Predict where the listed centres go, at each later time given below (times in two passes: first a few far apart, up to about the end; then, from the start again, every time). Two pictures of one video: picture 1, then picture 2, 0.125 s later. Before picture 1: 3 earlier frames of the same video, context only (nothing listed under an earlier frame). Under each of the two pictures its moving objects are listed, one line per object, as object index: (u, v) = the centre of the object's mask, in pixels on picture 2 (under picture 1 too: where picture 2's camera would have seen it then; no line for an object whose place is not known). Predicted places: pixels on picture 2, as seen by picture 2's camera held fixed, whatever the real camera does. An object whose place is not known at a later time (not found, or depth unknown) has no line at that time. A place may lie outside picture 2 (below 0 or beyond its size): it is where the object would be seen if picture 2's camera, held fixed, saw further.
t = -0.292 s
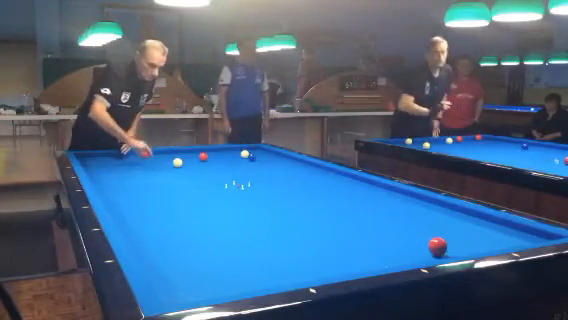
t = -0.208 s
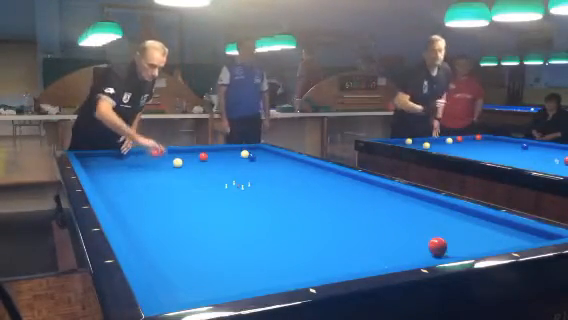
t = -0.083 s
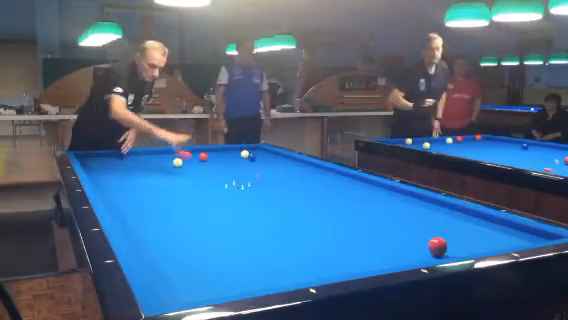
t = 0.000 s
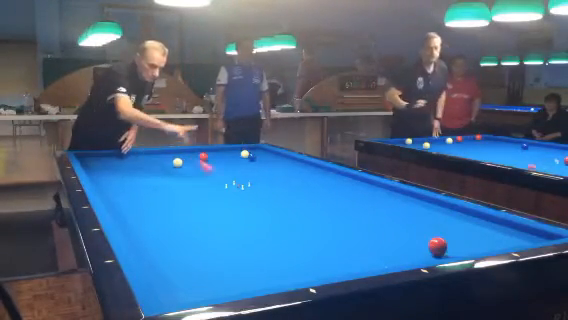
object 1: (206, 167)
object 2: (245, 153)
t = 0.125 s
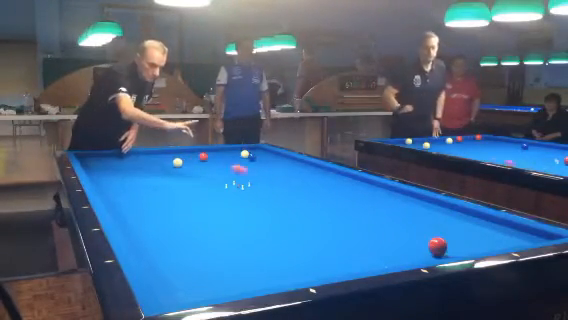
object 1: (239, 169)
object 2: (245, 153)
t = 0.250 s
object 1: (276, 178)
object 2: (245, 153)
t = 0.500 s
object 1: (358, 195)
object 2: (245, 153)
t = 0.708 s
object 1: (434, 207)
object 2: (245, 153)
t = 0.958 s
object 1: (504, 227)
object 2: (245, 153)
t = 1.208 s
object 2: (245, 153)
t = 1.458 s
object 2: (245, 153)
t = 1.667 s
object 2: (245, 153)
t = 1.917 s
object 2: (245, 153)
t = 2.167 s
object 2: (245, 153)
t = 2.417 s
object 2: (245, 153)
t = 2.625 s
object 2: (245, 153)
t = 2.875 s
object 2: (245, 153)
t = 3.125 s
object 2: (245, 153)
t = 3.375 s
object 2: (245, 153)
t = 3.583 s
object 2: (245, 153)
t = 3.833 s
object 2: (245, 153)
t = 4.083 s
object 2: (245, 153)
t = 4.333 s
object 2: (245, 153)
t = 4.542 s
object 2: (245, 153)
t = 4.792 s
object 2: (245, 153)
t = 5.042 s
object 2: (245, 153)
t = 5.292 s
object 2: (245, 153)
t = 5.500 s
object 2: (245, 153)
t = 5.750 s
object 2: (245, 153)
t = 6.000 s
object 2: (245, 153)
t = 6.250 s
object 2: (245, 153)
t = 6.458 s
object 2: (245, 153)
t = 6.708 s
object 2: (245, 153)
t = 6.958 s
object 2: (245, 153)
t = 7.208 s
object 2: (245, 153)
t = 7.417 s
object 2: (245, 153)
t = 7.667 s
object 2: (245, 153)
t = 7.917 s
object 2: (247, 152)
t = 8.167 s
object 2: (251, 151)
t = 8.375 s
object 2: (256, 152)
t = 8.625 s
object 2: (259, 153)
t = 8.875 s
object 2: (262, 153)
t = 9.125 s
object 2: (265, 153)
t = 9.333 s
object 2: (267, 153)
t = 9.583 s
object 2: (269, 153)
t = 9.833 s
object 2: (272, 153)
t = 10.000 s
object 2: (272, 153)
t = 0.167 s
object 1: (251, 174)
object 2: (245, 153)
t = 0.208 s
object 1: (263, 178)
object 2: (245, 153)
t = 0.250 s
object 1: (276, 178)
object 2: (245, 153)
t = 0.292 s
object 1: (289, 182)
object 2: (245, 153)
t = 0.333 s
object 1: (302, 184)
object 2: (245, 153)
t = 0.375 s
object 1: (315, 187)
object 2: (245, 153)
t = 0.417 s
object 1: (329, 190)
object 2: (245, 153)
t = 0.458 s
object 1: (344, 193)
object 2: (245, 153)
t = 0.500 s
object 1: (358, 195)
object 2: (245, 153)
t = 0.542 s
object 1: (374, 198)
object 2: (245, 153)
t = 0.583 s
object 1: (387, 200)
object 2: (245, 153)
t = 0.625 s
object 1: (402, 202)
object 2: (245, 153)
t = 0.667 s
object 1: (418, 205)
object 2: (245, 153)
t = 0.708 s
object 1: (434, 207)
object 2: (245, 153)
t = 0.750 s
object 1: (451, 210)
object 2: (245, 153)
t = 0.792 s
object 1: (467, 214)
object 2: (245, 153)
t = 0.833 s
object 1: (481, 216)
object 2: (245, 153)
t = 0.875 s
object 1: (492, 219)
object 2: (245, 153)
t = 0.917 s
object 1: (498, 223)
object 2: (245, 153)
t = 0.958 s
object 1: (504, 227)
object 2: (245, 153)
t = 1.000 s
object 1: (512, 231)
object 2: (245, 153)
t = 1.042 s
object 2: (245, 153)
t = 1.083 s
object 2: (245, 153)
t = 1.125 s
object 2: (245, 153)
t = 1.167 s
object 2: (245, 153)
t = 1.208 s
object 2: (245, 153)
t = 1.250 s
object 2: (245, 153)
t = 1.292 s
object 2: (245, 153)
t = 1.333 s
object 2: (245, 153)
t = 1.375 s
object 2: (245, 153)
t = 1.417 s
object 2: (245, 153)
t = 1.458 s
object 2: (245, 153)
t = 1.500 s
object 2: (245, 153)
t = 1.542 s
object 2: (245, 153)
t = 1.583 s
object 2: (245, 153)
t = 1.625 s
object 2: (245, 153)
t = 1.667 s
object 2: (245, 153)
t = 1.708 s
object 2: (245, 153)
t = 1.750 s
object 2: (245, 153)
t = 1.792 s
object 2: (245, 153)
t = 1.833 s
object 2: (245, 153)
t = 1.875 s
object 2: (245, 153)
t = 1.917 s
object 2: (245, 153)
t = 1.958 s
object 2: (245, 153)
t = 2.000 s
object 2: (245, 153)
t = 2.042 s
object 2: (245, 153)
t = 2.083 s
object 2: (245, 153)
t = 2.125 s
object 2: (245, 153)
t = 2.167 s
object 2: (245, 153)
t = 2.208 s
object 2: (245, 153)
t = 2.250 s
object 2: (245, 153)
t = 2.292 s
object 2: (245, 153)
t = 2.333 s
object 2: (245, 153)
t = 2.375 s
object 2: (245, 153)
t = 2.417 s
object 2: (245, 153)
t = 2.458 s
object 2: (245, 153)
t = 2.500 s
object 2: (245, 153)
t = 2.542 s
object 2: (245, 153)
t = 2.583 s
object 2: (245, 153)
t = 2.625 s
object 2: (245, 153)
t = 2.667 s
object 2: (245, 153)
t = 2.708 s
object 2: (245, 153)
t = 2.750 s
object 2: (245, 153)
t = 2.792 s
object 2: (245, 153)
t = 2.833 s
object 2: (245, 153)
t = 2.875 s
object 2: (245, 153)
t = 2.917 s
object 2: (245, 153)
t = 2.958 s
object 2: (245, 153)
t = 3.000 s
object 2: (245, 153)
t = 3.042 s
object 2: (245, 153)
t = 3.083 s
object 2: (245, 153)
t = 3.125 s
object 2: (245, 153)
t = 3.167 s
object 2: (245, 153)
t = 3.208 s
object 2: (245, 153)
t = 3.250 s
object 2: (245, 153)
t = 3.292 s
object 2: (245, 153)
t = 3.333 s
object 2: (245, 153)
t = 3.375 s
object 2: (245, 153)
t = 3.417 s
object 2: (245, 153)
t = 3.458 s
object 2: (245, 153)
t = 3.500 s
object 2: (245, 153)
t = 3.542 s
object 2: (245, 153)
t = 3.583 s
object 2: (245, 153)
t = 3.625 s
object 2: (245, 153)
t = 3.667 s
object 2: (245, 153)
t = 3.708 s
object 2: (245, 153)
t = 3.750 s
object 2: (245, 153)
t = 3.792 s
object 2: (245, 153)
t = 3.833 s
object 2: (245, 153)
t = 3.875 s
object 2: (245, 153)
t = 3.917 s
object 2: (245, 153)
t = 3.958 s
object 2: (245, 153)
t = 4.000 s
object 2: (245, 153)
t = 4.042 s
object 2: (245, 153)
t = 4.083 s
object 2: (245, 153)
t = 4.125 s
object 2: (245, 153)
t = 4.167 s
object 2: (245, 153)
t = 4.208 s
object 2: (245, 153)
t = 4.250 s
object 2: (245, 153)
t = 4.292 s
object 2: (245, 153)
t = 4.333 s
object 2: (245, 153)
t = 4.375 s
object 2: (245, 153)
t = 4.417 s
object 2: (245, 153)
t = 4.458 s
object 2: (245, 153)
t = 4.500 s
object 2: (245, 153)
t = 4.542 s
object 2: (245, 153)
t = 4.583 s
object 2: (245, 153)
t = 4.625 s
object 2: (245, 153)
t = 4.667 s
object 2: (245, 153)
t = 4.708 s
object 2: (245, 153)
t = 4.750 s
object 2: (245, 153)
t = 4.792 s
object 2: (245, 153)
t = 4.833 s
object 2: (245, 153)
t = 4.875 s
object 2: (245, 153)
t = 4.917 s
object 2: (245, 153)
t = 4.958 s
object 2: (245, 153)
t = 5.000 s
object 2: (245, 153)
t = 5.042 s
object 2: (245, 153)
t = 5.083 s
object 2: (245, 153)
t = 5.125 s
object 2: (245, 153)
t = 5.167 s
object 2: (245, 153)
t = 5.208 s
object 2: (245, 153)
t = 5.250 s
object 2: (245, 153)
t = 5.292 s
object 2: (245, 153)
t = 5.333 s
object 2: (245, 153)
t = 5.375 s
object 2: (245, 153)
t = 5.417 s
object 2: (245, 153)
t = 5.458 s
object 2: (245, 153)
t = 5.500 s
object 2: (245, 153)
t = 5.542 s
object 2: (245, 153)
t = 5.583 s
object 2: (245, 153)
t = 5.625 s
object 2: (245, 153)
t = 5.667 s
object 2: (245, 153)
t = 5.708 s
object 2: (245, 153)
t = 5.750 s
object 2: (245, 153)
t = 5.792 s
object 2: (245, 153)
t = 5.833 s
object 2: (245, 153)
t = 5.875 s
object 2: (245, 153)
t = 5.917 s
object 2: (245, 153)
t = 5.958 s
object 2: (245, 153)
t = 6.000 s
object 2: (245, 153)
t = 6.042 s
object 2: (245, 153)
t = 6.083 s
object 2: (245, 153)
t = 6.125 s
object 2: (245, 153)
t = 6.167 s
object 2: (245, 153)
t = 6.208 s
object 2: (245, 153)
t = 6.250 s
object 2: (245, 153)
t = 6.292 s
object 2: (245, 153)
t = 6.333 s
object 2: (245, 153)
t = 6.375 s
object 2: (245, 153)
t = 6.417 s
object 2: (245, 153)
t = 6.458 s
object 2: (245, 153)
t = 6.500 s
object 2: (245, 153)
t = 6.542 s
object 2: (245, 153)
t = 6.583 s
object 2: (245, 153)
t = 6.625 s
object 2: (245, 153)
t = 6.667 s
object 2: (245, 153)
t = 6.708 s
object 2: (245, 153)
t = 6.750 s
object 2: (245, 153)
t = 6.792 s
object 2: (245, 153)
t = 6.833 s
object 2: (245, 153)
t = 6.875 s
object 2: (245, 153)
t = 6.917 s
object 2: (245, 153)
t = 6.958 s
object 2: (245, 153)
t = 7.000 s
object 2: (245, 153)
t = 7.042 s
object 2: (245, 153)
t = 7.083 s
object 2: (245, 153)
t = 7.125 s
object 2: (245, 153)
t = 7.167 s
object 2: (245, 153)
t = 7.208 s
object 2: (245, 153)
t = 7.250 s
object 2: (245, 153)
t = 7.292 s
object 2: (245, 153)
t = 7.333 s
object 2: (245, 153)
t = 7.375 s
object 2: (245, 153)
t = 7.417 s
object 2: (245, 153)
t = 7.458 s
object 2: (245, 153)
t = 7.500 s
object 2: (245, 153)
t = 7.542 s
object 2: (245, 153)
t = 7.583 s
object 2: (245, 153)
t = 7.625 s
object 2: (245, 153)
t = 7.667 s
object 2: (245, 153)
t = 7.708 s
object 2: (245, 153)
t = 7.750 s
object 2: (245, 153)
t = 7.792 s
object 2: (245, 153)
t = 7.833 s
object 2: (245, 152)
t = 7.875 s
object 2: (246, 152)
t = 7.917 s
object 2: (247, 152)
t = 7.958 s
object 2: (247, 152)
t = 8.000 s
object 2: (248, 152)
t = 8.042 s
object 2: (248, 152)
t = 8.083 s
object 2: (249, 151)
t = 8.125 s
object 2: (250, 151)
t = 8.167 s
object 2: (251, 151)
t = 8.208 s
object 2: (251, 151)
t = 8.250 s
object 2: (252, 152)
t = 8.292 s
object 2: (253, 152)
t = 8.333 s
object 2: (255, 152)
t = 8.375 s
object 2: (256, 152)
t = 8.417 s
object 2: (256, 152)
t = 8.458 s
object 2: (256, 153)
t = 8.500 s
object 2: (257, 153)
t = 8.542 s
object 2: (258, 153)
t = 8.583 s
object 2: (259, 153)
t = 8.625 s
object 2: (259, 153)
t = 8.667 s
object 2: (259, 153)
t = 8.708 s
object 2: (260, 153)
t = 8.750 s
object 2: (261, 153)
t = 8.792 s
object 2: (261, 153)
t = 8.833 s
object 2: (262, 153)
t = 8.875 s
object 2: (262, 153)
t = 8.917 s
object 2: (263, 153)
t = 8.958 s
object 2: (263, 153)
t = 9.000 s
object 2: (264, 153)
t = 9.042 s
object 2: (264, 153)
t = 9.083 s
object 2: (265, 153)
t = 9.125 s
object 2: (265, 153)
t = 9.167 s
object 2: (265, 153)
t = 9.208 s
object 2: (266, 153)
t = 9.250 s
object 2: (266, 153)
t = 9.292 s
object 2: (267, 153)
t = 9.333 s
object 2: (267, 153)
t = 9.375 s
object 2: (267, 153)
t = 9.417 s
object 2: (268, 153)
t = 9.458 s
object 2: (268, 153)
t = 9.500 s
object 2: (269, 153)
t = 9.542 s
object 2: (269, 153)
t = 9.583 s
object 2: (269, 153)
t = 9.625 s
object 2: (270, 153)
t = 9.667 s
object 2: (270, 153)
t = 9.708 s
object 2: (270, 153)
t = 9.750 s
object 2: (271, 153)
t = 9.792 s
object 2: (271, 153)
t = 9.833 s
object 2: (272, 153)
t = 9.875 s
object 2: (272, 153)
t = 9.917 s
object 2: (272, 153)
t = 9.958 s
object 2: (272, 153)
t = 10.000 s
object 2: (272, 153)
